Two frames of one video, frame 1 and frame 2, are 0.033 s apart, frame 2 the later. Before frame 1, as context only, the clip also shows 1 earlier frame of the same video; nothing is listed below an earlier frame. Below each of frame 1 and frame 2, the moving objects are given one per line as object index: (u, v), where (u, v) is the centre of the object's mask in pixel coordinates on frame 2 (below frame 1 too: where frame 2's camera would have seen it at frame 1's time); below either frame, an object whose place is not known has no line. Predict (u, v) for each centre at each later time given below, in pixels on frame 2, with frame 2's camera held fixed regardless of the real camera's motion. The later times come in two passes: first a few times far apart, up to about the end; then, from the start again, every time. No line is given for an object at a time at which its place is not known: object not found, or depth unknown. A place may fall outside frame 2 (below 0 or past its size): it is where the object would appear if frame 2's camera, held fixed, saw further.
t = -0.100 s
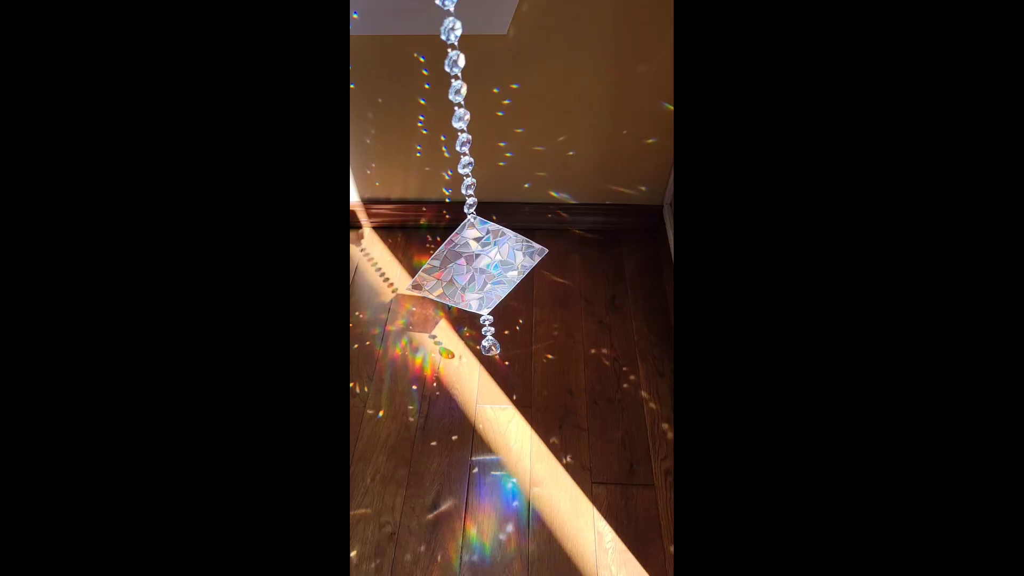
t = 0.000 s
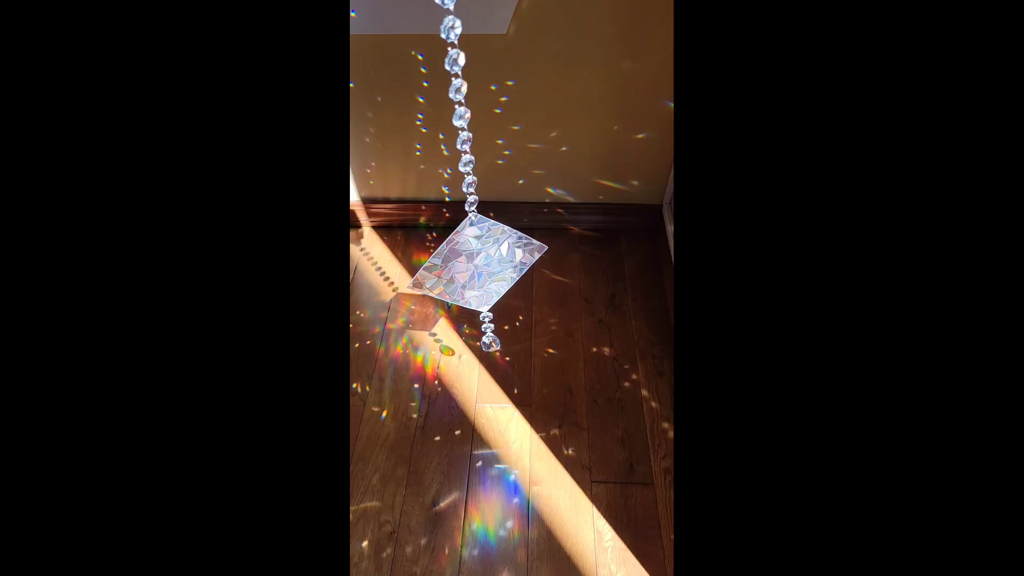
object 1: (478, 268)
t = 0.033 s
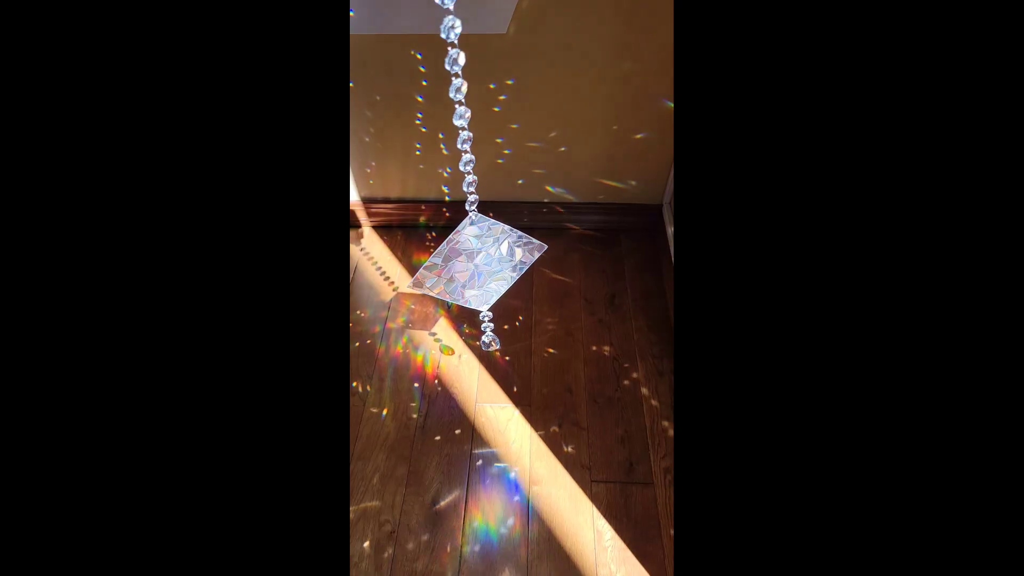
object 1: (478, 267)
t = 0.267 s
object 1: (474, 266)
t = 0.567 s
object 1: (468, 273)
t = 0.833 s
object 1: (472, 276)
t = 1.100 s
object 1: (479, 273)
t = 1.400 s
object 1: (479, 273)
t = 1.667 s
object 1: (471, 274)
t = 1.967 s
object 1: (469, 274)
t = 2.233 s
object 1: (470, 266)
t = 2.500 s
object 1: (464, 262)
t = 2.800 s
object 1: (458, 266)
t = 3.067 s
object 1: (460, 265)
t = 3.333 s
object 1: (462, 261)
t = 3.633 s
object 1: (463, 260)
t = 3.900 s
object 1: (460, 260)
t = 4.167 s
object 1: (458, 264)
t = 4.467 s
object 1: (462, 263)
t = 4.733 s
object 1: (465, 262)
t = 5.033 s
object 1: (466, 263)
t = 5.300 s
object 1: (476, 267)
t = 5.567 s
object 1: (484, 268)
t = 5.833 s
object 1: (484, 270)
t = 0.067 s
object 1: (478, 267)
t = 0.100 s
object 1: (478, 266)
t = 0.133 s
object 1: (478, 266)
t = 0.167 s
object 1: (477, 266)
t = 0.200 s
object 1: (476, 266)
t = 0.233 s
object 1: (475, 266)
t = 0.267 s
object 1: (474, 266)
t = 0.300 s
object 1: (472, 267)
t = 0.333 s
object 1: (471, 268)
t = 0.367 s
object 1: (470, 268)
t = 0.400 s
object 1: (470, 269)
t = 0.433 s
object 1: (469, 270)
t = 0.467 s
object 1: (469, 271)
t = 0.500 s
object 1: (469, 271)
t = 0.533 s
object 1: (468, 272)
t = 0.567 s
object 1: (468, 273)
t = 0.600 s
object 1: (468, 273)
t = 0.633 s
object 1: (468, 274)
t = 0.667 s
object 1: (469, 274)
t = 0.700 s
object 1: (469, 274)
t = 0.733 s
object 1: (469, 275)
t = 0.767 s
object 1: (470, 275)
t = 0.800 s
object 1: (471, 275)
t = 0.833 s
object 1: (472, 276)
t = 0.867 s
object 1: (473, 276)
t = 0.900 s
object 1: (474, 276)
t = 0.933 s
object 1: (475, 276)
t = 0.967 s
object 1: (476, 275)
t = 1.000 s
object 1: (478, 275)
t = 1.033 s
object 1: (478, 275)
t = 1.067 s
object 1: (479, 274)
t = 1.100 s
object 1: (479, 273)
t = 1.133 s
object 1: (479, 273)
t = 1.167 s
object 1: (479, 272)
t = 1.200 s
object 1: (479, 272)
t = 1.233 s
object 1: (479, 272)
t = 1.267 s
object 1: (479, 272)
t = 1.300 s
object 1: (479, 271)
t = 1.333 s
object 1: (479, 272)
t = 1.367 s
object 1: (479, 272)
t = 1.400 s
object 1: (479, 273)
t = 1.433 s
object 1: (478, 274)
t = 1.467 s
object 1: (477, 274)
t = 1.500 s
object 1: (477, 274)
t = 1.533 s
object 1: (476, 274)
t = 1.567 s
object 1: (474, 274)
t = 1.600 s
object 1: (473, 274)
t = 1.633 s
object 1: (472, 274)
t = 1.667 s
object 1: (471, 274)
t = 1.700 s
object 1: (470, 275)
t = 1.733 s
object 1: (470, 275)
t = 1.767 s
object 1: (470, 275)
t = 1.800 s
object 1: (470, 275)
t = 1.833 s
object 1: (470, 275)
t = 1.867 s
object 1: (470, 275)
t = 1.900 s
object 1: (470, 275)
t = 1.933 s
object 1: (470, 275)
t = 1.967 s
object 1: (469, 274)
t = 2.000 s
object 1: (469, 273)
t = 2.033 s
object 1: (468, 271)
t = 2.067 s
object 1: (468, 270)
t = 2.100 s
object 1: (468, 269)
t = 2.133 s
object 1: (469, 268)
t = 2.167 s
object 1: (469, 268)
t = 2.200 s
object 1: (470, 267)
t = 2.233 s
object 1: (470, 266)
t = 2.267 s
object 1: (470, 266)
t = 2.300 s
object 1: (470, 265)
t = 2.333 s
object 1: (469, 265)
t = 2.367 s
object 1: (468, 264)
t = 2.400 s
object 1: (467, 263)
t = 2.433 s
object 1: (466, 263)
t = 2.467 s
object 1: (465, 262)
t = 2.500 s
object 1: (464, 262)
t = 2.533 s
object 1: (464, 261)
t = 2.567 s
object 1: (463, 262)
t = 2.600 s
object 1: (463, 262)
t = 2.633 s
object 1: (463, 263)
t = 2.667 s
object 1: (462, 263)
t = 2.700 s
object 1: (461, 264)
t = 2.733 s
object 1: (460, 265)
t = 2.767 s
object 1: (459, 265)
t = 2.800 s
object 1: (458, 266)
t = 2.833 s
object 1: (457, 265)
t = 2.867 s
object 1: (457, 265)
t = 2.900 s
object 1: (457, 265)
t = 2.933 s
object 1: (457, 265)
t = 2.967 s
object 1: (458, 265)
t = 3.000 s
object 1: (458, 265)
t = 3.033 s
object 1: (459, 265)
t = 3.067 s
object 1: (460, 265)
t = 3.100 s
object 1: (460, 265)
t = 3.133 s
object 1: (461, 265)
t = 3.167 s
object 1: (461, 264)
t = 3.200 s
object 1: (461, 264)
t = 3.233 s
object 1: (461, 263)
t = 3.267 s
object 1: (461, 262)
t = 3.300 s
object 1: (462, 261)
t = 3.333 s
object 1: (462, 261)
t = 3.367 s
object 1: (463, 260)
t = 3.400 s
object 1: (463, 259)
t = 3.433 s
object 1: (464, 259)
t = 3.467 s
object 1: (464, 259)
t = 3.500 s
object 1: (465, 259)
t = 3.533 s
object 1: (465, 259)
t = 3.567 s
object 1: (464, 259)
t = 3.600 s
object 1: (463, 259)
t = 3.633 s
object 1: (463, 260)
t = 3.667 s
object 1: (462, 260)
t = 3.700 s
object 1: (461, 260)
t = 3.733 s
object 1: (461, 259)
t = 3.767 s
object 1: (460, 259)
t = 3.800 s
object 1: (460, 260)
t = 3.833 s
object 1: (460, 260)
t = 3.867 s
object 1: (460, 260)
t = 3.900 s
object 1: (460, 260)
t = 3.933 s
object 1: (460, 261)
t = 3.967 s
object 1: (459, 261)
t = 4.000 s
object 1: (459, 262)
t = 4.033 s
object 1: (458, 263)
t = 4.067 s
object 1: (458, 264)
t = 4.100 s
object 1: (458, 264)
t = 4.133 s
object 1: (458, 264)
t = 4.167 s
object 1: (458, 264)
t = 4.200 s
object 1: (459, 264)
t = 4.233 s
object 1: (459, 264)
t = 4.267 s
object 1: (460, 264)
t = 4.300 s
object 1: (461, 264)
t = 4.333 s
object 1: (462, 263)
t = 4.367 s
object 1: (462, 263)
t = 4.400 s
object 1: (462, 263)
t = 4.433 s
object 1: (463, 263)
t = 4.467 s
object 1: (462, 263)
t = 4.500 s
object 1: (462, 263)
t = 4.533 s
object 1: (462, 263)
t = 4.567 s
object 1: (463, 263)
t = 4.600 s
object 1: (463, 262)
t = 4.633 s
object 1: (464, 262)
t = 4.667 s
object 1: (464, 262)
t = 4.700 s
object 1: (465, 261)
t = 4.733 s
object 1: (465, 262)
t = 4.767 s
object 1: (466, 262)
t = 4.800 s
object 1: (466, 262)
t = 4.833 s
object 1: (466, 262)
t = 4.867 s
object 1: (466, 262)
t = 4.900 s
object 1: (465, 262)
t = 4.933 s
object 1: (465, 262)
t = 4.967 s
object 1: (465, 262)
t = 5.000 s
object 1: (466, 262)
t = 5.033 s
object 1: (466, 263)
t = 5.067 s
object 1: (468, 263)
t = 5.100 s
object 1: (469, 263)
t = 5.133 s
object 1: (470, 263)
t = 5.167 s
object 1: (471, 264)
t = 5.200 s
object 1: (473, 264)
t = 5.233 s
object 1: (474, 265)
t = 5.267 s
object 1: (475, 266)
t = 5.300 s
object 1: (476, 267)
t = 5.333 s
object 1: (476, 267)
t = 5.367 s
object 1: (477, 267)
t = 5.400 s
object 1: (478, 268)
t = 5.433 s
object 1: (479, 268)
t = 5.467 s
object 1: (480, 268)
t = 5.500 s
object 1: (482, 268)
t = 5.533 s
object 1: (483, 268)
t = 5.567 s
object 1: (484, 268)
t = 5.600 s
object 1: (486, 269)
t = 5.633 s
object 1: (486, 269)
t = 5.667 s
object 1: (486, 269)
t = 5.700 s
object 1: (486, 269)
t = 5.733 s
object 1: (486, 269)
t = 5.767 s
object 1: (485, 270)
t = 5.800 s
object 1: (485, 270)
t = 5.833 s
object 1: (484, 270)
